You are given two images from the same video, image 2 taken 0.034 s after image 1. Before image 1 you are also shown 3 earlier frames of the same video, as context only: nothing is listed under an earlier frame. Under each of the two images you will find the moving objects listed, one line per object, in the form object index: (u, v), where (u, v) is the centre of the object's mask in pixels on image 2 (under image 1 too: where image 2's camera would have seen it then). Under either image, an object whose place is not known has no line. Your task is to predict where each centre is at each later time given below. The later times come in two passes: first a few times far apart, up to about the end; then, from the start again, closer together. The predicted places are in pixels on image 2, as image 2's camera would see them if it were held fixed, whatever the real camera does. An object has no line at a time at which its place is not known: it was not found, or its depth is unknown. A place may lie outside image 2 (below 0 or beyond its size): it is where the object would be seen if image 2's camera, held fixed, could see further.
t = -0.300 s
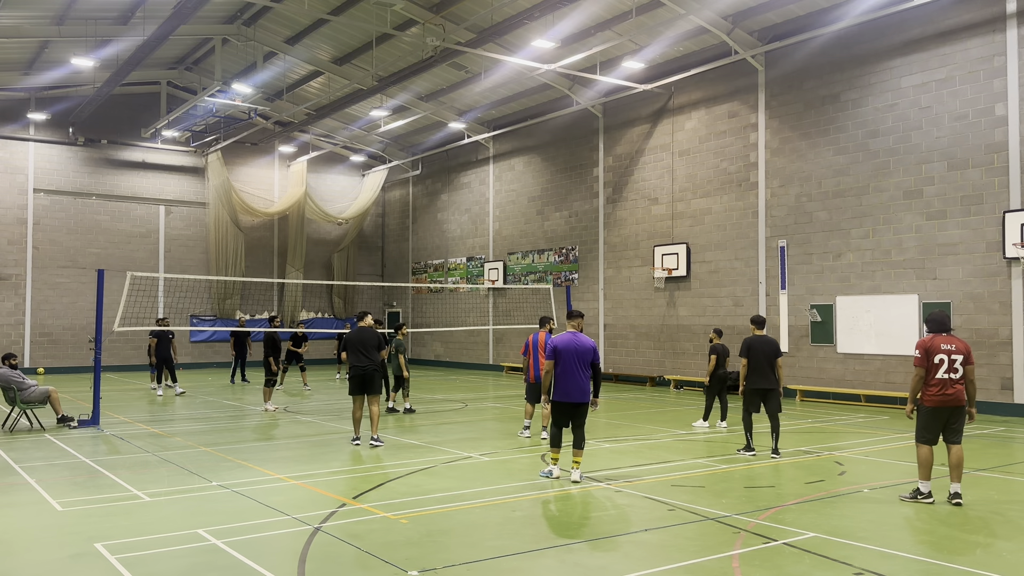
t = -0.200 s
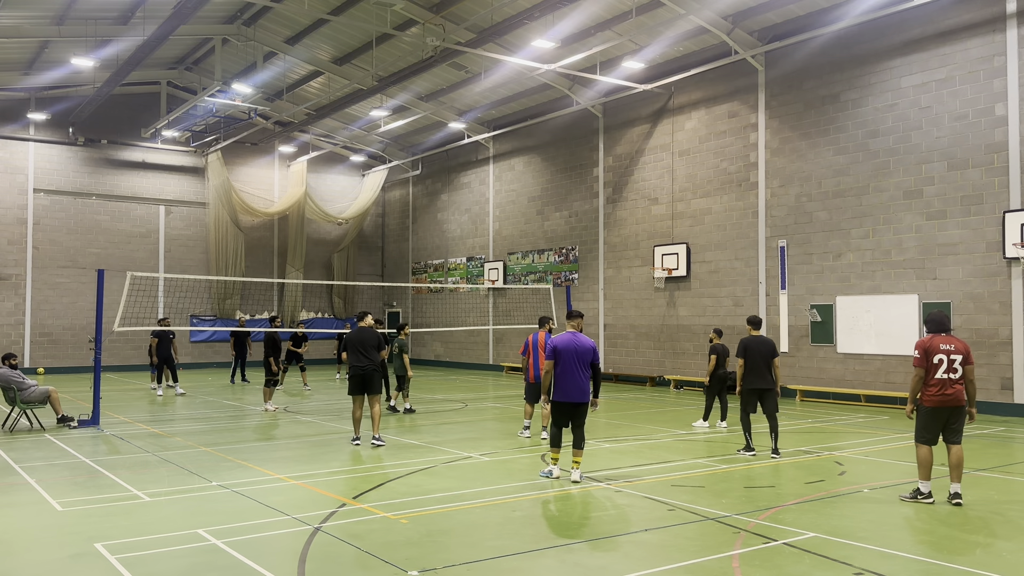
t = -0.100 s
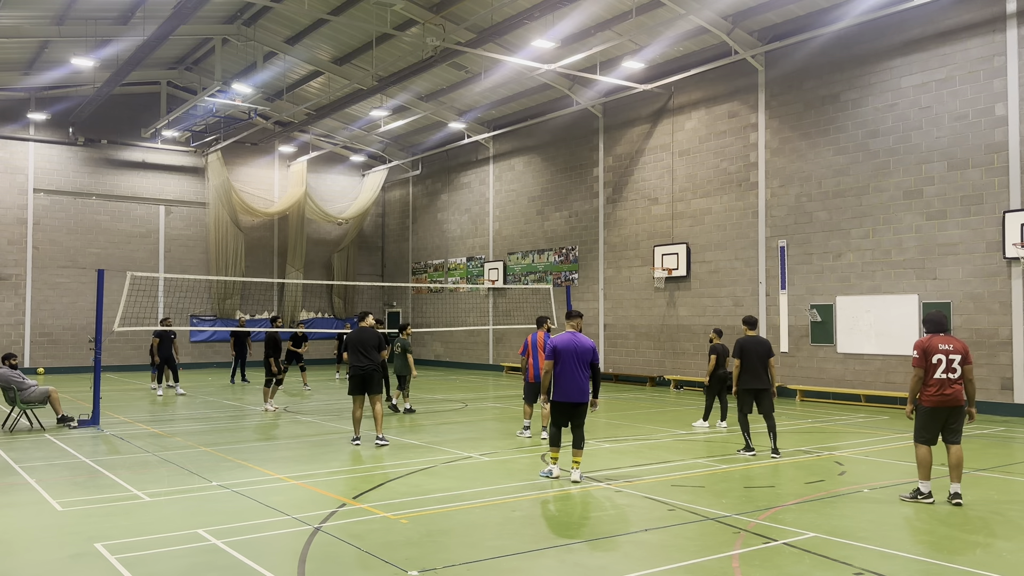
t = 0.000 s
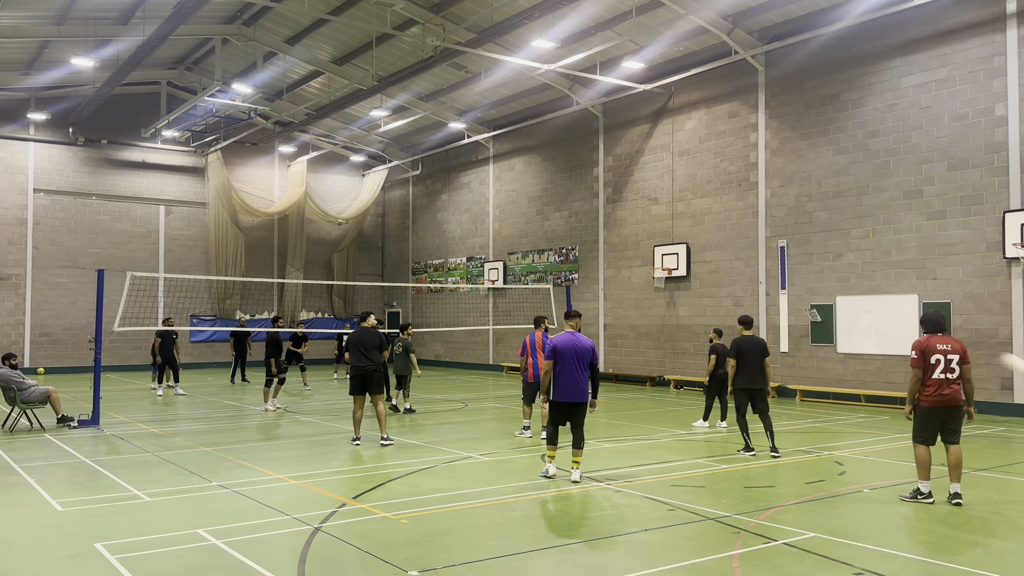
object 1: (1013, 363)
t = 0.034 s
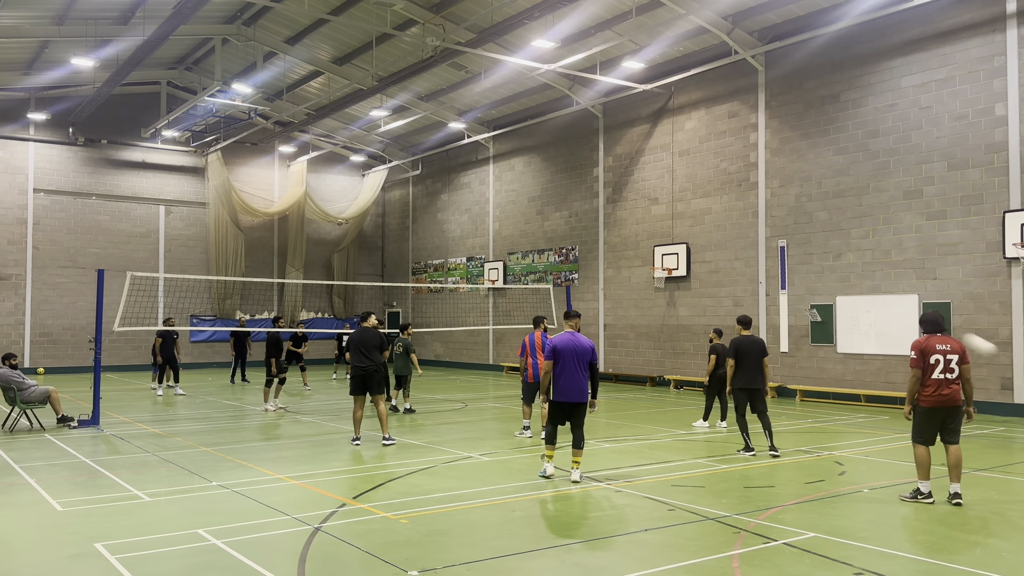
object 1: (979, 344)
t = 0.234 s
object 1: (797, 257)
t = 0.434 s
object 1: (666, 213)
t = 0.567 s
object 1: (601, 198)
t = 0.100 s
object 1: (910, 308)
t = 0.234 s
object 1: (797, 257)
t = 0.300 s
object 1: (746, 240)
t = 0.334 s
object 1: (725, 232)
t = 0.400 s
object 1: (684, 219)
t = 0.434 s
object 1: (666, 213)
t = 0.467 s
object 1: (649, 208)
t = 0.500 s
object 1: (631, 204)
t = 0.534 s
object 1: (616, 201)
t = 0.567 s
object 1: (601, 198)
